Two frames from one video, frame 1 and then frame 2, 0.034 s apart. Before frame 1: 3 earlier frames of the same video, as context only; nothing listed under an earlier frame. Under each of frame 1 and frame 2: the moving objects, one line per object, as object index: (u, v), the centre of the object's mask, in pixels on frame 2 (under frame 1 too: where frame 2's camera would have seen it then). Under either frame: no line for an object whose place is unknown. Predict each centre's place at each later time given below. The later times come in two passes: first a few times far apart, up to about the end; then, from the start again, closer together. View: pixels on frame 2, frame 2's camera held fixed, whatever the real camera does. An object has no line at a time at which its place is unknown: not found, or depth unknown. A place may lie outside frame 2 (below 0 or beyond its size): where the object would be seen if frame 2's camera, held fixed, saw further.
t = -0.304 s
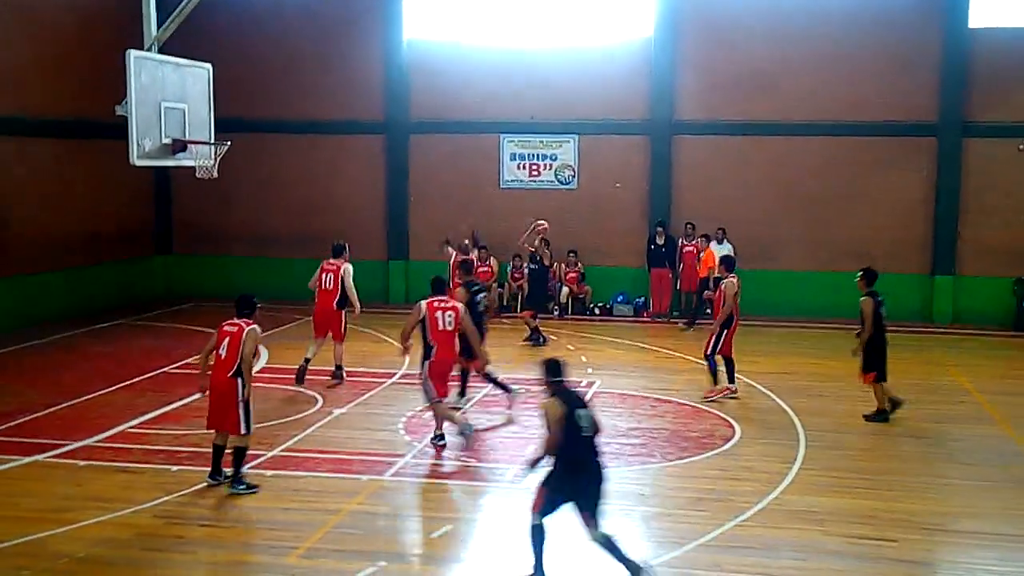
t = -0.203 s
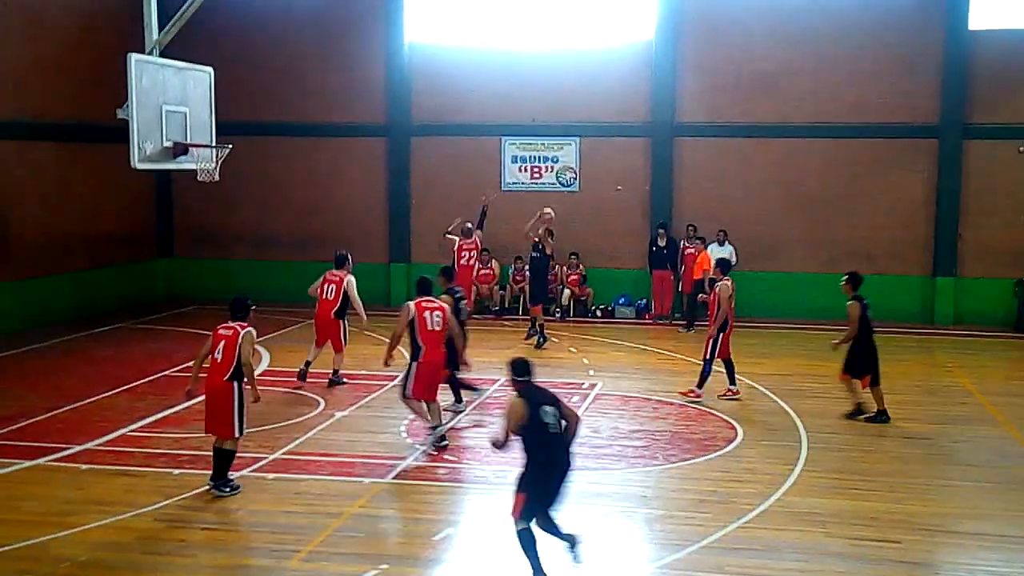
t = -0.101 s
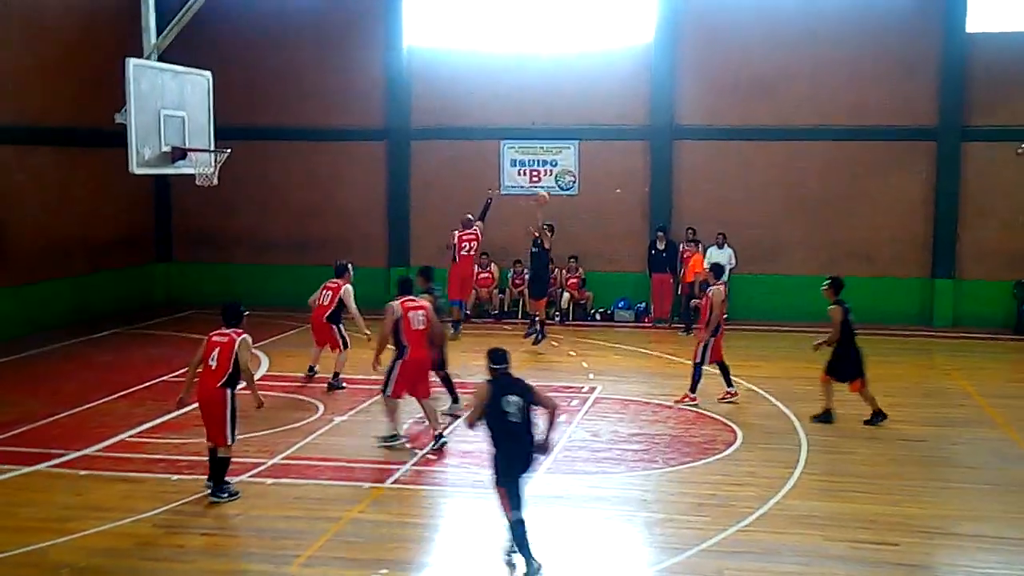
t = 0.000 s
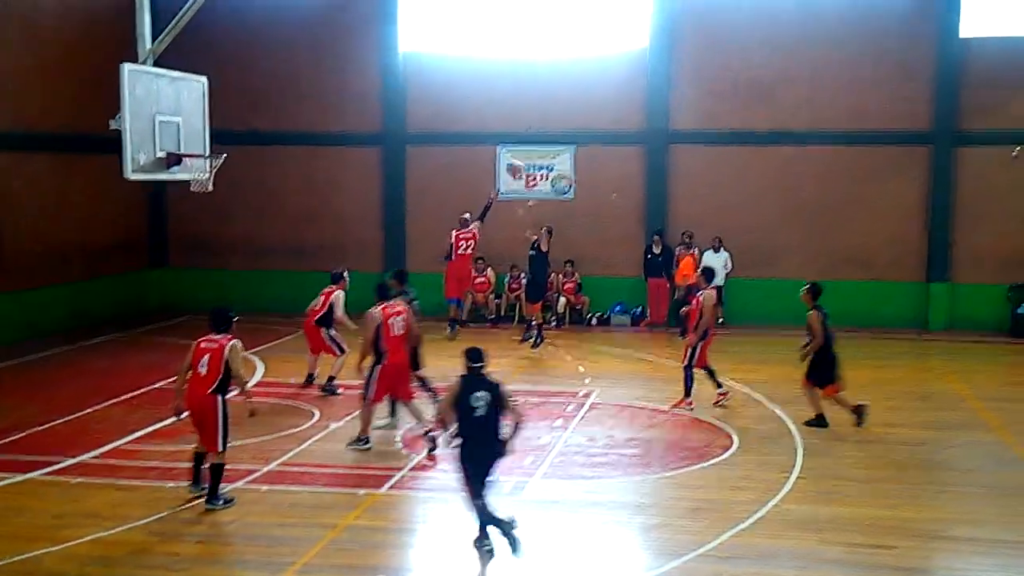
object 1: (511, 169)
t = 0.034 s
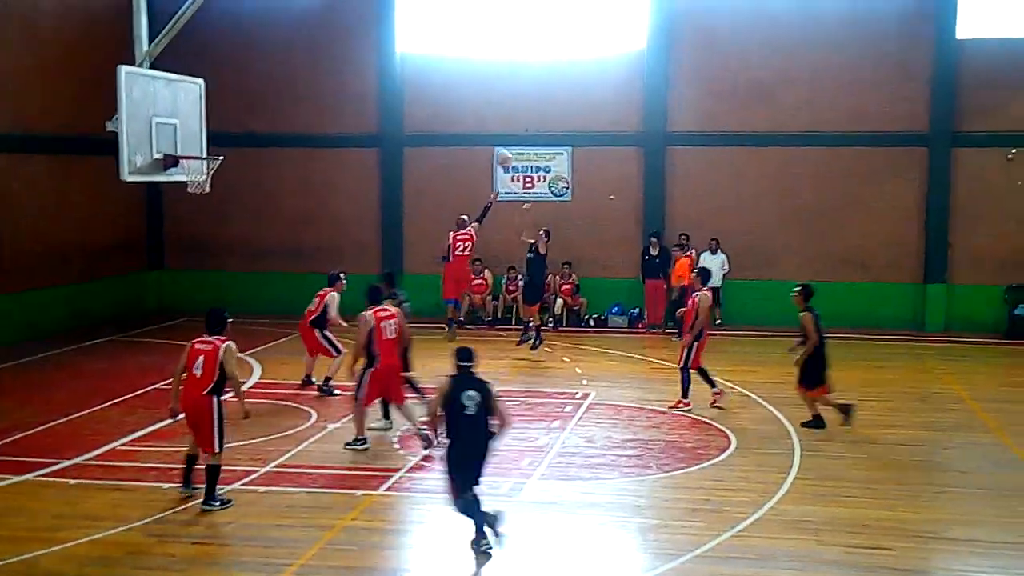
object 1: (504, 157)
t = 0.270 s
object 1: (445, 95)
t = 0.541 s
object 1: (360, 72)
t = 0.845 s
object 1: (252, 110)
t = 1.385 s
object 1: (212, 137)
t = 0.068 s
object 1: (496, 145)
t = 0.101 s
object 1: (488, 135)
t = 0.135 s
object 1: (478, 125)
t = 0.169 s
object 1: (470, 116)
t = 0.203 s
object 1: (463, 110)
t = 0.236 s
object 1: (454, 102)
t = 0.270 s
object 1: (445, 95)
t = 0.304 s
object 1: (436, 90)
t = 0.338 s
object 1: (426, 85)
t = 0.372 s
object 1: (415, 81)
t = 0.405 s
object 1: (403, 77)
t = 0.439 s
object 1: (392, 77)
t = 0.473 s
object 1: (383, 74)
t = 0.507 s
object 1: (371, 72)
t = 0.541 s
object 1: (360, 72)
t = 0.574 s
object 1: (348, 74)
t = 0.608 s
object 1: (336, 74)
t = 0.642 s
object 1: (325, 75)
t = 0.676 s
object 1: (313, 78)
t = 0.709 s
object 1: (302, 83)
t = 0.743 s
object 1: (290, 88)
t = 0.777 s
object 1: (277, 95)
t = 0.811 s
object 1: (264, 102)
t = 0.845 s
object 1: (252, 110)
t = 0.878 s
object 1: (240, 120)
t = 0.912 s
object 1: (227, 131)
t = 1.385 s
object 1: (212, 137)
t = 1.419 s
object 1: (216, 141)
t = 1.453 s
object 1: (220, 145)
